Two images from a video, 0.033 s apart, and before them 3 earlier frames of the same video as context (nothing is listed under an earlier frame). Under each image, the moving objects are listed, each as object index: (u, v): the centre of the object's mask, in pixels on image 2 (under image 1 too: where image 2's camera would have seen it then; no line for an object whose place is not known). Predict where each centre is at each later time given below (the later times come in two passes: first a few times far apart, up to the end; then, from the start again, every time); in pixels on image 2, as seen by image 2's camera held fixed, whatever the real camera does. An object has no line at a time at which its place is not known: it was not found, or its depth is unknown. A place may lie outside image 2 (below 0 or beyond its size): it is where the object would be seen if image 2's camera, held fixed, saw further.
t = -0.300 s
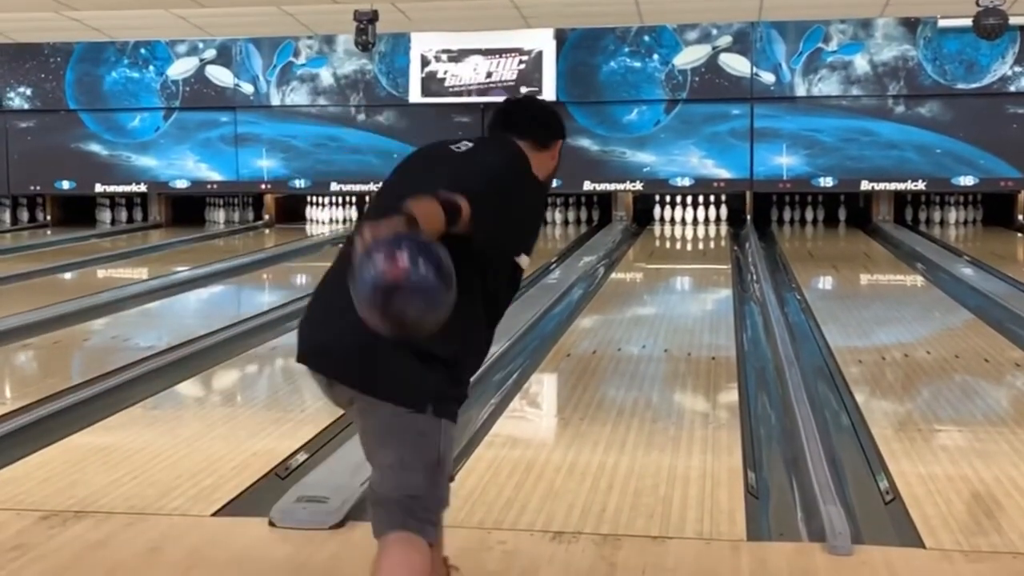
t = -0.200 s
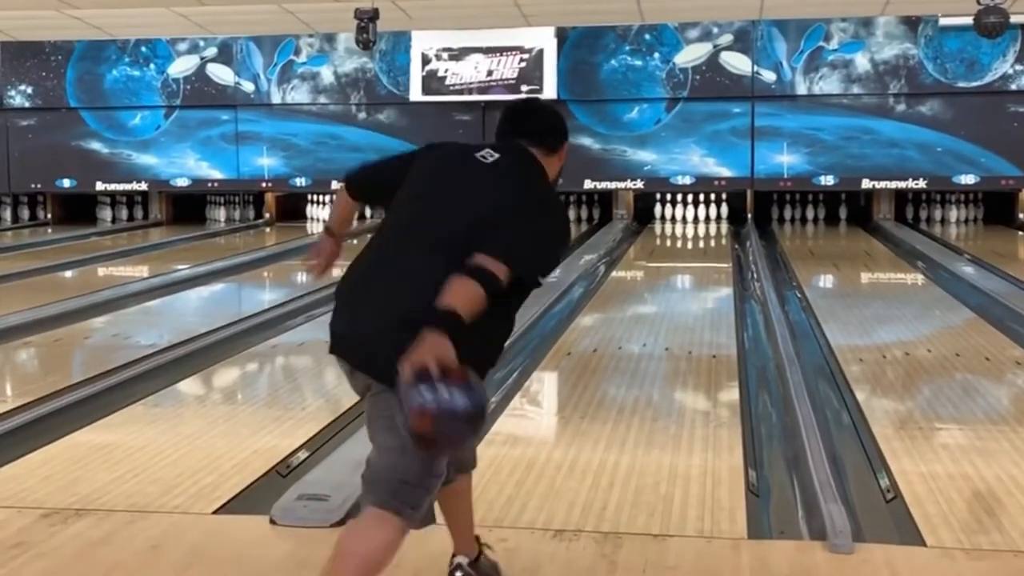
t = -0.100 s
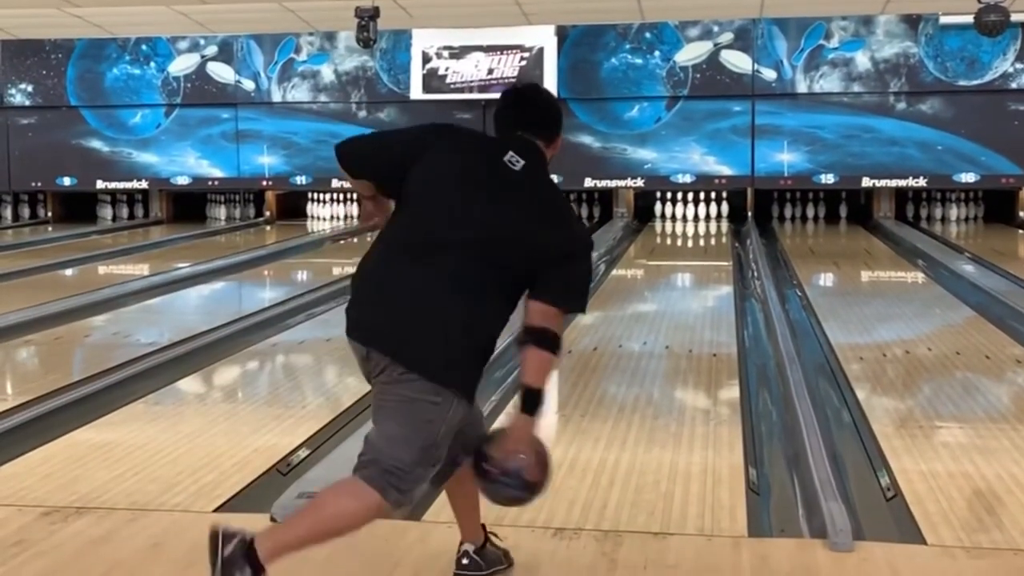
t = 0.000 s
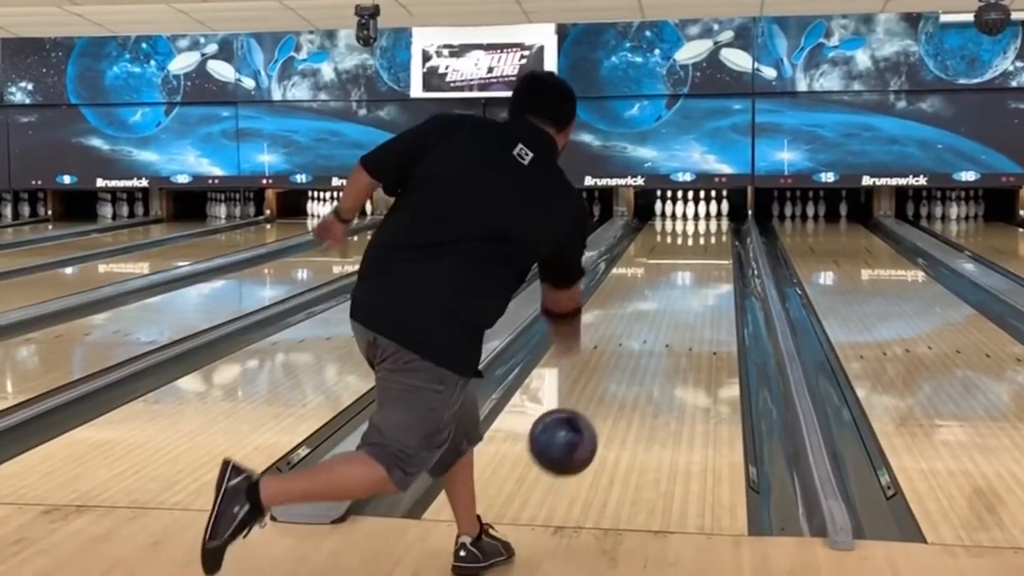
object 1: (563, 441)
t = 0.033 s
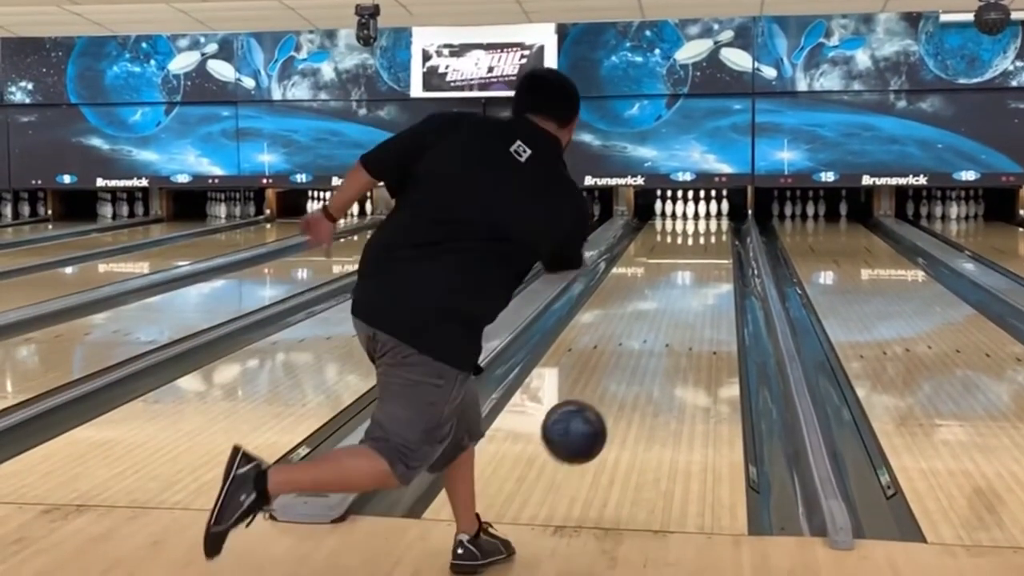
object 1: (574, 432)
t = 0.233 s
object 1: (623, 400)
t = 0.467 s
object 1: (659, 346)
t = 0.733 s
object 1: (683, 305)
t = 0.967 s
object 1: (697, 280)
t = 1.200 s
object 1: (707, 261)
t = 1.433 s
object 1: (712, 246)
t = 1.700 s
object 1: (714, 232)
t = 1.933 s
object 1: (711, 224)
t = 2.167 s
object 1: (703, 215)
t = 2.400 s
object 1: (692, 212)
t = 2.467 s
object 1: (692, 210)
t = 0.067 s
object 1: (584, 426)
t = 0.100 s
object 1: (593, 423)
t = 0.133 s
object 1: (602, 424)
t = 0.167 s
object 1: (609, 427)
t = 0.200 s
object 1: (617, 412)
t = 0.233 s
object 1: (623, 400)
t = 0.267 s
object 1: (629, 391)
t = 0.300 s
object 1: (635, 385)
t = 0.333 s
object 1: (640, 376)
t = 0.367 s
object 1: (646, 368)
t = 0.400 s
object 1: (650, 360)
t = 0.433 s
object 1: (655, 353)
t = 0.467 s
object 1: (659, 346)
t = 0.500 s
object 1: (662, 340)
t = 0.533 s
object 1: (666, 334)
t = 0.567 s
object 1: (669, 328)
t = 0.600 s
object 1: (673, 323)
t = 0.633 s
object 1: (676, 318)
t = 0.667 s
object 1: (678, 314)
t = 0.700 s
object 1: (681, 309)
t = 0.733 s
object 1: (683, 305)
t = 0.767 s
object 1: (686, 301)
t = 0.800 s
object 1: (688, 297)
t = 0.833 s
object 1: (690, 293)
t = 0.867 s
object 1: (692, 289)
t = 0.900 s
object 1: (694, 286)
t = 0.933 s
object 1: (696, 283)
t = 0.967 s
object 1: (697, 280)
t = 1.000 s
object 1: (699, 277)
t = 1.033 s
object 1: (701, 274)
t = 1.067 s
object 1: (702, 271)
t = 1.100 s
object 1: (704, 269)
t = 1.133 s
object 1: (705, 266)
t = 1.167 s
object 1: (706, 264)
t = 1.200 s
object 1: (707, 261)
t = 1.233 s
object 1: (708, 259)
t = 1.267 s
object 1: (709, 256)
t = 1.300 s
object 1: (710, 254)
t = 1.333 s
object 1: (710, 252)
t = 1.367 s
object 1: (711, 250)
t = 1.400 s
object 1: (712, 248)
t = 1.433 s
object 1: (712, 246)
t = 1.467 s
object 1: (713, 244)
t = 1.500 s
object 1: (714, 243)
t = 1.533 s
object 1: (714, 240)
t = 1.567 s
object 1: (714, 239)
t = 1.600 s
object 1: (714, 237)
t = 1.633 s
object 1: (714, 236)
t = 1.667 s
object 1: (714, 234)
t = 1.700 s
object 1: (714, 232)
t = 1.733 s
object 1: (714, 231)
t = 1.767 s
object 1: (714, 229)
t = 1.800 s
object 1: (714, 228)
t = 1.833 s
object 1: (713, 228)
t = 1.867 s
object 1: (713, 226)
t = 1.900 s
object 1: (712, 225)
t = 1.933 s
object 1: (711, 224)
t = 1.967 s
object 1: (710, 223)
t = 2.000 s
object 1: (709, 221)
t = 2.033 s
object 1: (708, 220)
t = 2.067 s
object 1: (707, 219)
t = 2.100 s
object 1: (705, 217)
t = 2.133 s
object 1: (704, 216)
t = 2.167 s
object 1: (703, 215)
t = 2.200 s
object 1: (702, 215)
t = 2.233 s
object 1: (701, 214)
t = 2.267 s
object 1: (700, 213)
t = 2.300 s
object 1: (696, 213)
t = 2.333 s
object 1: (694, 212)
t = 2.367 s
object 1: (693, 212)
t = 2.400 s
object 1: (692, 212)
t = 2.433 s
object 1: (691, 211)
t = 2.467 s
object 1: (692, 210)
